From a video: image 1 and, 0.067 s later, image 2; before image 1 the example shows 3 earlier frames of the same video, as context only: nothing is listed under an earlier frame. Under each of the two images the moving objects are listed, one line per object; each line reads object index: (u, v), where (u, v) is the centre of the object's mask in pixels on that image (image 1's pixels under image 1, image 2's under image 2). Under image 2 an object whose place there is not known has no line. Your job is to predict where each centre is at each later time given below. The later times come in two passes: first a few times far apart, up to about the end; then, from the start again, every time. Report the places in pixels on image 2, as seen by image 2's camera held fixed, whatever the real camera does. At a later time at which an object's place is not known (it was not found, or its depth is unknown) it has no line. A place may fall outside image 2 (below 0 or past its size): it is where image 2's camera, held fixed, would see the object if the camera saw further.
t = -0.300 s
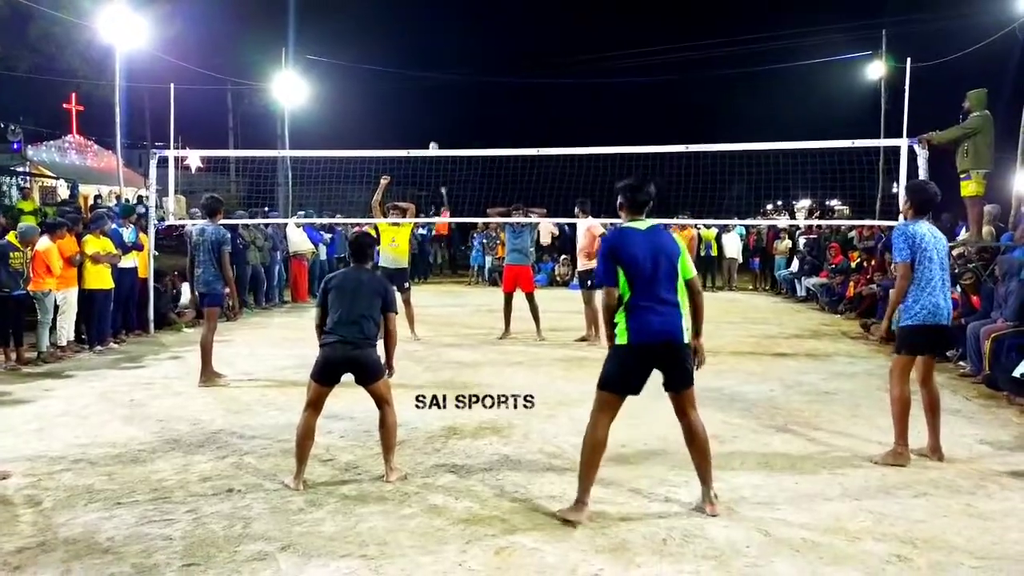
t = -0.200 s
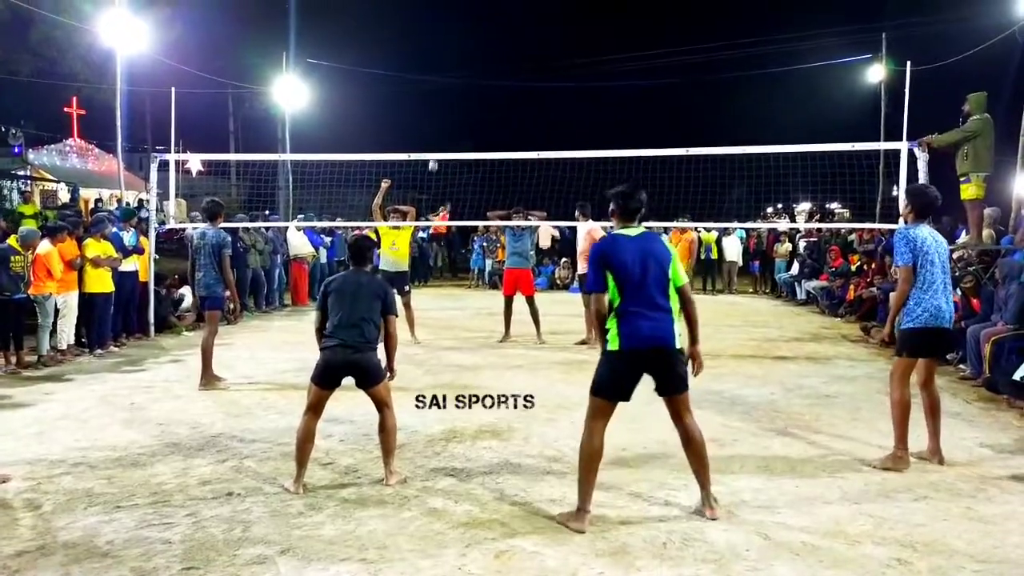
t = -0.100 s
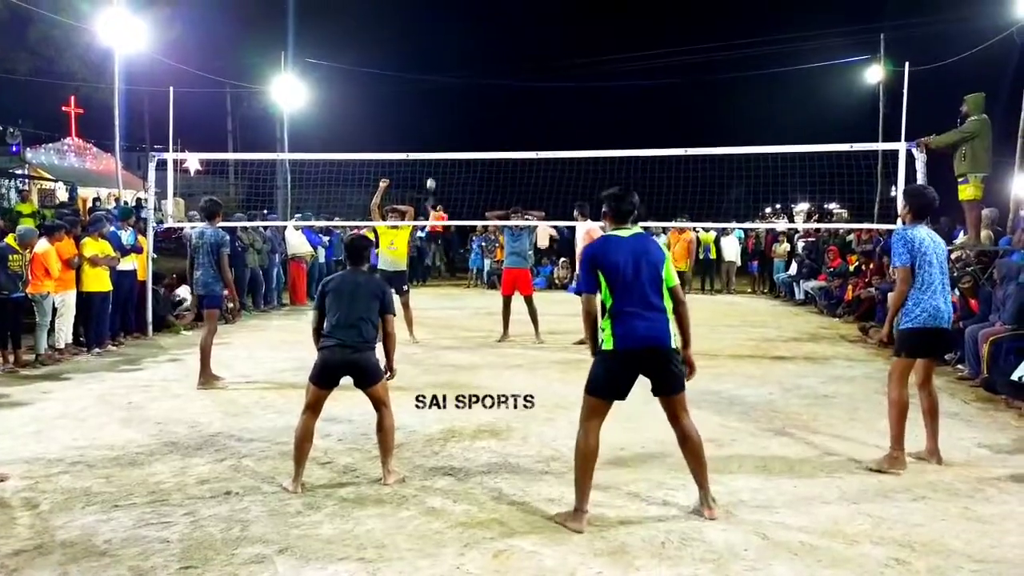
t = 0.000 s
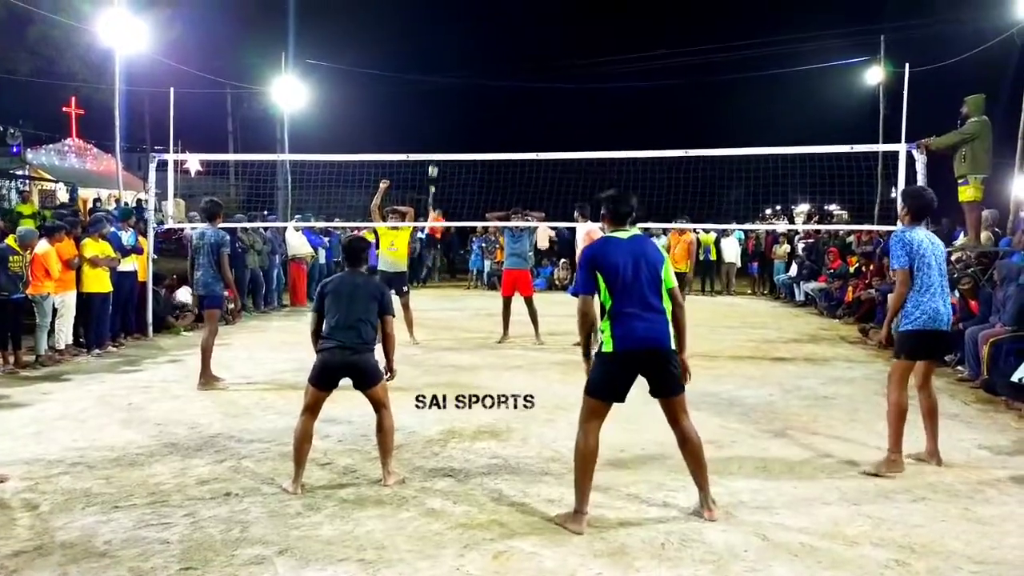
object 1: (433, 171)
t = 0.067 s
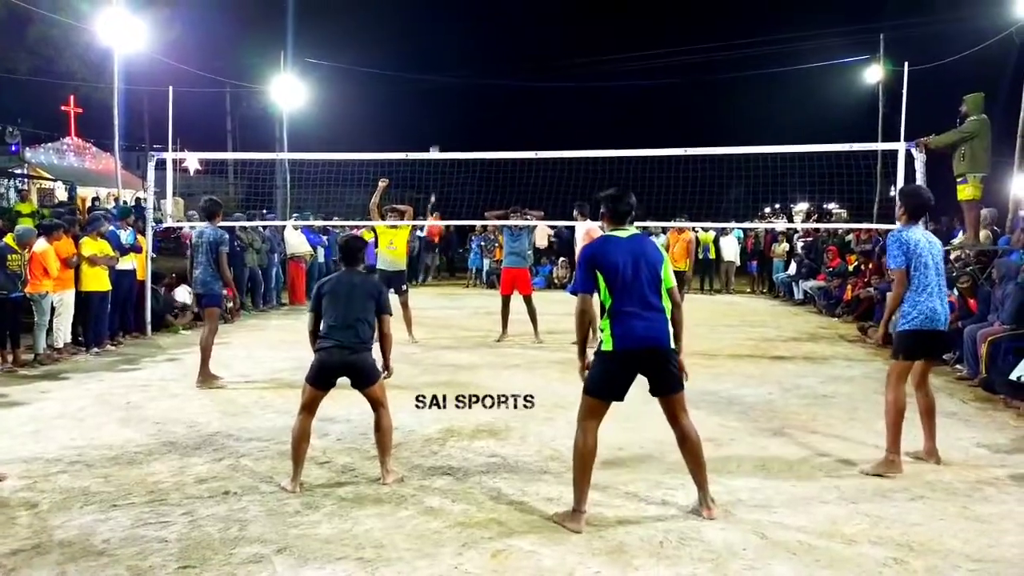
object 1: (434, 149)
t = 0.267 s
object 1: (444, 109)
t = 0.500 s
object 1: (460, 79)
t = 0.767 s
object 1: (489, 88)
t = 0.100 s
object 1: (435, 144)
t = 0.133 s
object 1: (437, 136)
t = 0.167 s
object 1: (439, 129)
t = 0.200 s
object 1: (440, 122)
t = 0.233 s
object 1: (442, 115)
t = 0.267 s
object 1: (444, 109)
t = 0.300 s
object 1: (446, 103)
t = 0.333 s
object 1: (448, 97)
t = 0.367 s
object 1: (450, 93)
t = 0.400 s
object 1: (452, 89)
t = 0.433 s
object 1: (455, 85)
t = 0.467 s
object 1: (458, 81)
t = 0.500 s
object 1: (460, 79)
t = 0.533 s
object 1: (463, 77)
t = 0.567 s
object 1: (466, 76)
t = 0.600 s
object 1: (469, 75)
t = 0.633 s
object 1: (473, 76)
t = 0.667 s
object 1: (476, 78)
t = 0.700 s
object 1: (480, 80)
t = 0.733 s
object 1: (485, 83)
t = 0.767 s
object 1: (489, 88)
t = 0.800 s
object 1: (493, 94)
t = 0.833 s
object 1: (498, 101)
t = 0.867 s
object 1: (503, 108)
